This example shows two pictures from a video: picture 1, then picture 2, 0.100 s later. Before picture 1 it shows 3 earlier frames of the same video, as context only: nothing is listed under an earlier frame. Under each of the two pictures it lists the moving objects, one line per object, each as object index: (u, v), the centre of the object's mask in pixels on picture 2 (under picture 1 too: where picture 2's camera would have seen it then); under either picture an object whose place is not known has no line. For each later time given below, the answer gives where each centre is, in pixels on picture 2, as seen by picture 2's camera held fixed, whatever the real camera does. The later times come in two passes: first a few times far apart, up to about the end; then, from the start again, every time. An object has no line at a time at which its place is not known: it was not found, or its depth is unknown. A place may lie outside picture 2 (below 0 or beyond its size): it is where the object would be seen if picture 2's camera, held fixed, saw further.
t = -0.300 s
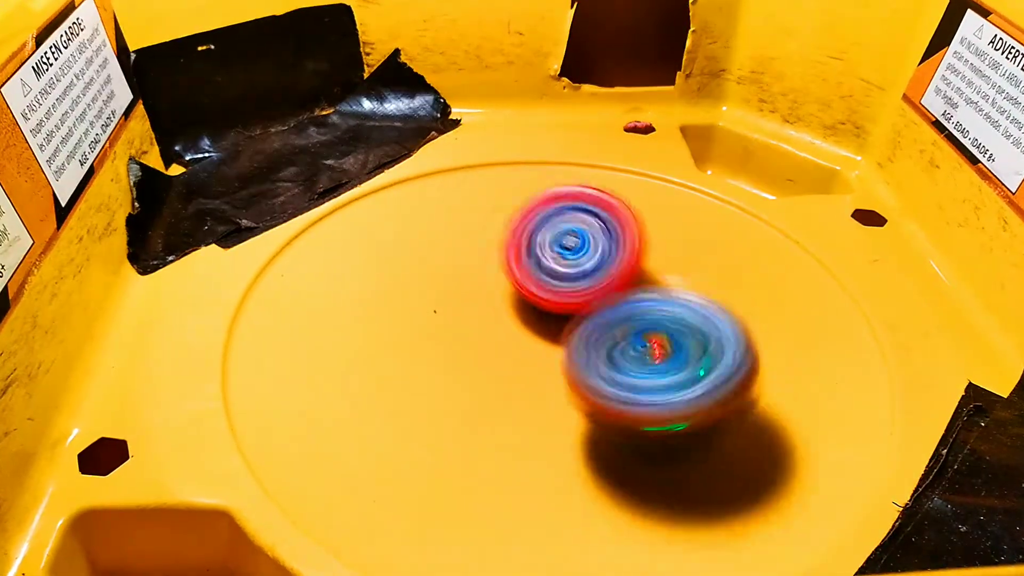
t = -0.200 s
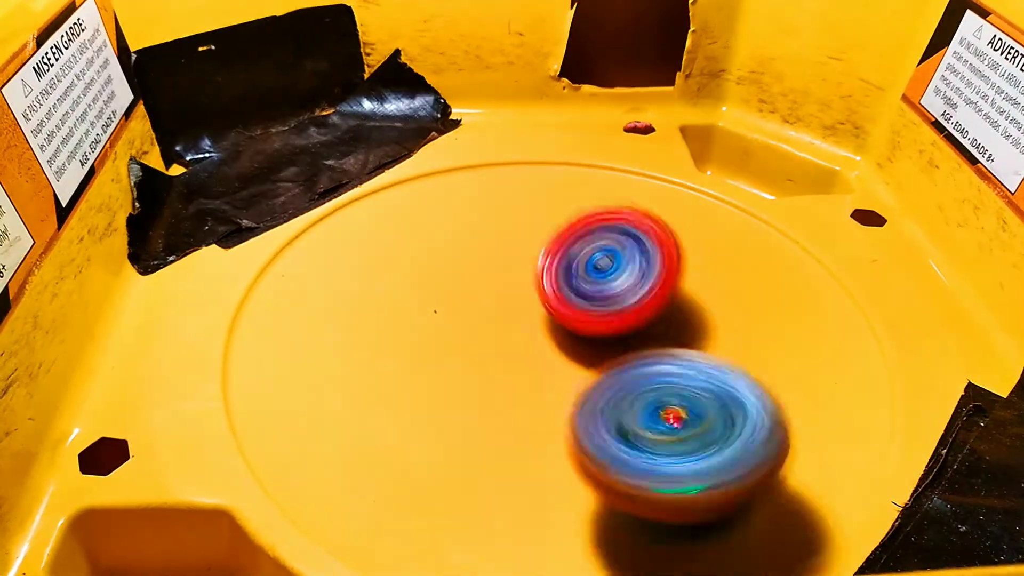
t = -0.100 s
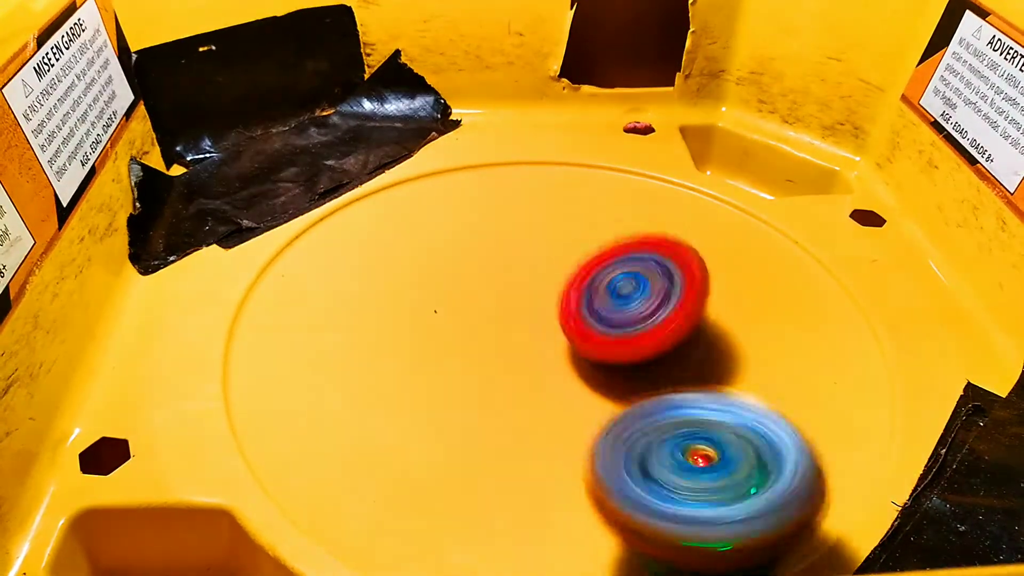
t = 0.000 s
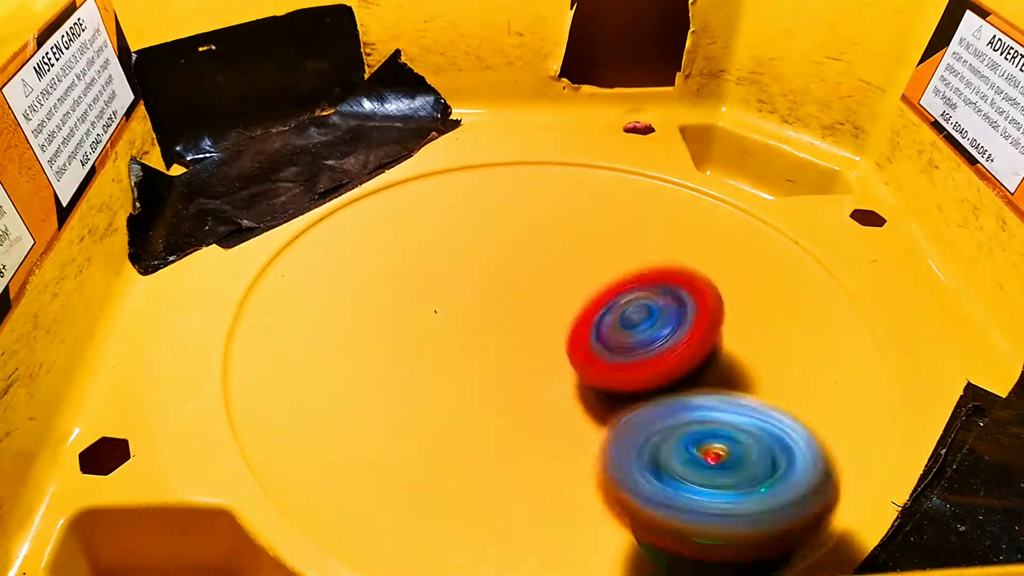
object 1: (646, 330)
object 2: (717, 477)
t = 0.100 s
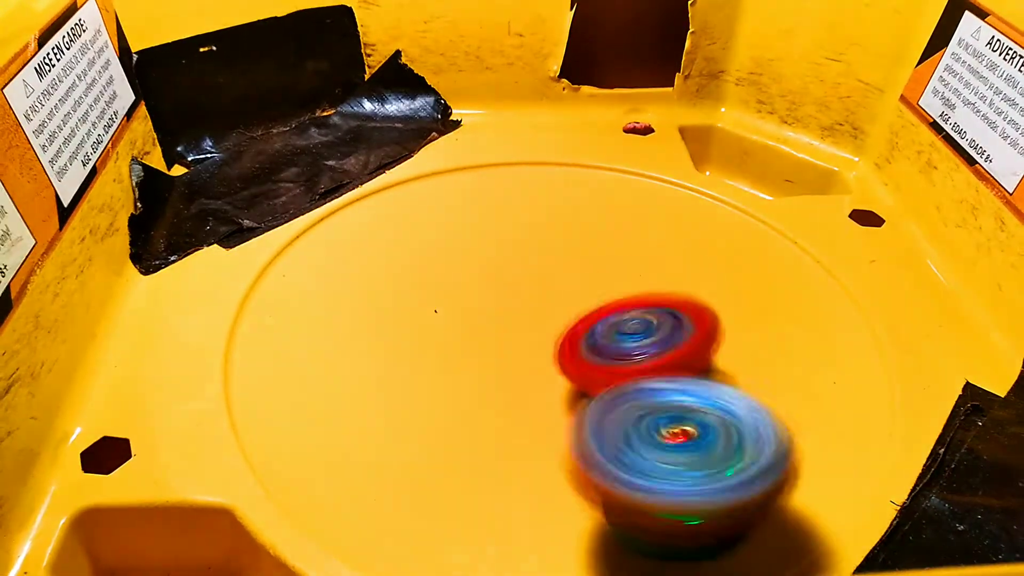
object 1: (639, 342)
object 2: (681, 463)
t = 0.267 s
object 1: (624, 306)
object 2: (513, 489)
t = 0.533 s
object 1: (612, 226)
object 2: (161, 516)
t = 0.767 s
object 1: (627, 199)
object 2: (205, 536)
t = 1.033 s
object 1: (617, 236)
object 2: (176, 525)
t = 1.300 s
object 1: (545, 281)
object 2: (170, 519)
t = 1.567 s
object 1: (455, 279)
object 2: (170, 519)
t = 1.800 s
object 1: (419, 258)
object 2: (170, 519)
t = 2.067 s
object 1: (471, 273)
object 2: (171, 518)
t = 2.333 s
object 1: (533, 325)
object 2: (171, 518)
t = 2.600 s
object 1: (548, 384)
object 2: (171, 518)
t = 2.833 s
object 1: (525, 402)
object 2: (170, 518)
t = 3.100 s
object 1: (536, 360)
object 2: (170, 518)
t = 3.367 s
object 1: (599, 320)
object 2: (170, 518)
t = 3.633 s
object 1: (675, 305)
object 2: (170, 518)
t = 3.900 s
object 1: (685, 315)
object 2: (170, 519)
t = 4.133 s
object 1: (621, 313)
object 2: (169, 519)
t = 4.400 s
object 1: (553, 281)
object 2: (169, 519)
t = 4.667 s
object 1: (532, 243)
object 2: (169, 519)
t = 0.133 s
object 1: (632, 339)
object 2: (664, 458)
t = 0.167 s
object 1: (623, 338)
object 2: (639, 455)
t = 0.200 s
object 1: (613, 336)
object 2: (616, 449)
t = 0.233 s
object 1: (615, 329)
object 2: (574, 452)
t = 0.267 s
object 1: (624, 306)
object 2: (513, 489)
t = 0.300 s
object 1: (625, 287)
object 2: (454, 495)
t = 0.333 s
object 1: (625, 273)
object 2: (410, 498)
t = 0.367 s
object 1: (624, 262)
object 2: (362, 502)
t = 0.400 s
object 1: (620, 255)
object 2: (321, 500)
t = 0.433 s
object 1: (617, 248)
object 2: (276, 504)
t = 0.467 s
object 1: (614, 240)
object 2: (220, 510)
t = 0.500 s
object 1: (612, 233)
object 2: (168, 523)
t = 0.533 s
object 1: (612, 226)
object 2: (161, 516)
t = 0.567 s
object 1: (613, 221)
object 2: (148, 519)
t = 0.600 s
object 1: (612, 215)
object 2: (154, 523)
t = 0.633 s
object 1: (615, 209)
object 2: (182, 530)
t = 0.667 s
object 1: (618, 205)
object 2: (189, 526)
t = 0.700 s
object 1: (622, 201)
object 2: (197, 533)
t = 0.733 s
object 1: (625, 200)
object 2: (200, 531)
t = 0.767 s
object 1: (627, 199)
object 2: (205, 536)
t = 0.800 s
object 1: (629, 200)
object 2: (193, 533)
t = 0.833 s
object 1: (630, 202)
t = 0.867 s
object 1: (633, 205)
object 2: (165, 521)
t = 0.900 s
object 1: (630, 210)
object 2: (146, 515)
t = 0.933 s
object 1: (629, 216)
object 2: (158, 516)
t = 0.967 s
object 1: (625, 222)
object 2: (163, 522)
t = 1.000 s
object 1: (621, 229)
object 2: (173, 522)
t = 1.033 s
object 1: (617, 236)
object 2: (176, 525)
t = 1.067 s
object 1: (609, 244)
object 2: (168, 521)
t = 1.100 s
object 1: (603, 251)
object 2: (168, 518)
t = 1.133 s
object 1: (594, 257)
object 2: (170, 517)
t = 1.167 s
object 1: (586, 263)
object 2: (170, 519)
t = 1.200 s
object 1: (576, 269)
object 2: (169, 519)
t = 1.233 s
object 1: (566, 274)
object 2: (170, 520)
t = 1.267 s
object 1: (556, 278)
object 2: (169, 520)
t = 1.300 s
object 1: (545, 281)
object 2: (170, 519)
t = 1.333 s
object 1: (534, 284)
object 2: (171, 519)
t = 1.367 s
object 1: (523, 286)
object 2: (171, 519)
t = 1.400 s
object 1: (510, 287)
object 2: (171, 519)
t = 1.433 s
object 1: (499, 286)
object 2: (171, 519)
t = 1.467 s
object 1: (488, 285)
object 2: (171, 519)
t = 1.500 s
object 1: (476, 284)
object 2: (170, 519)
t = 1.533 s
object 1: (466, 282)
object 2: (170, 519)
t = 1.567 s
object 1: (455, 279)
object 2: (170, 519)
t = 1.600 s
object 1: (446, 276)
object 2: (170, 519)
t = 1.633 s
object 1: (438, 272)
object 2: (170, 519)
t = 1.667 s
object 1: (431, 269)
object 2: (171, 519)
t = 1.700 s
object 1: (426, 266)
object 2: (170, 519)
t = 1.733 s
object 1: (422, 262)
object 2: (170, 519)
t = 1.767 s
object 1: (419, 260)
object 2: (170, 519)
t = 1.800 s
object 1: (419, 258)
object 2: (170, 519)
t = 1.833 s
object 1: (421, 256)
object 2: (170, 519)
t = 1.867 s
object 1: (425, 256)
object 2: (170, 519)
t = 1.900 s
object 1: (431, 256)
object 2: (171, 519)
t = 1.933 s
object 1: (437, 259)
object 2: (170, 519)
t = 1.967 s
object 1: (445, 261)
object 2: (171, 519)
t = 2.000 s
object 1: (453, 265)
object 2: (170, 518)
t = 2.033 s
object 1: (462, 269)
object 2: (170, 518)
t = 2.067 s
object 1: (471, 273)
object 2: (171, 518)
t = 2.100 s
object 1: (481, 279)
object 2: (171, 518)
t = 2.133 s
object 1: (490, 284)
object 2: (171, 518)
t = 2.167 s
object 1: (499, 292)
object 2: (171, 518)
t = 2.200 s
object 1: (507, 298)
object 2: (171, 518)
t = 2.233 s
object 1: (514, 305)
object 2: (170, 518)
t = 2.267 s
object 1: (522, 311)
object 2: (171, 518)
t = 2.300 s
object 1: (528, 318)
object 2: (171, 518)
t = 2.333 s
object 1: (533, 325)
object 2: (171, 518)
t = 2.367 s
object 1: (539, 333)
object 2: (170, 518)
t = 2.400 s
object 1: (542, 341)
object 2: (171, 518)
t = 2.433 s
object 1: (546, 349)
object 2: (171, 518)
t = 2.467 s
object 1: (548, 356)
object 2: (171, 518)
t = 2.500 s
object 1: (550, 363)
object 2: (171, 518)
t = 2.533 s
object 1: (551, 371)
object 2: (171, 518)
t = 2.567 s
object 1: (549, 377)
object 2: (171, 518)
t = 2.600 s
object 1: (548, 384)
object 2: (171, 518)
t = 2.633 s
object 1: (546, 389)
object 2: (171, 518)
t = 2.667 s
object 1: (543, 394)
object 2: (171, 518)
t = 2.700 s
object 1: (540, 399)
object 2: (170, 518)
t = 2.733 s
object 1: (535, 401)
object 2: (171, 518)
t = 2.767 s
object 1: (532, 403)
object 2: (170, 518)
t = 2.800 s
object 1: (528, 403)
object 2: (170, 518)
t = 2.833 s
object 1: (525, 402)
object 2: (170, 518)
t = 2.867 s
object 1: (524, 399)
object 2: (170, 518)
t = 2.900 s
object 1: (522, 395)
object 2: (170, 518)
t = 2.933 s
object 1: (523, 390)
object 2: (170, 518)
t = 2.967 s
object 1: (524, 384)
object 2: (170, 518)
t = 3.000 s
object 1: (526, 379)
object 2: (171, 518)
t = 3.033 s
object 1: (529, 373)
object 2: (170, 518)
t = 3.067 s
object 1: (532, 367)
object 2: (170, 518)
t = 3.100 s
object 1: (536, 360)
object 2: (170, 518)
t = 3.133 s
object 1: (542, 354)
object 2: (170, 518)
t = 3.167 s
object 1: (549, 347)
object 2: (170, 518)
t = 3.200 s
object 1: (557, 341)
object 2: (170, 518)
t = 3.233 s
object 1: (565, 337)
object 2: (170, 518)
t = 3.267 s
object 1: (573, 332)
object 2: (170, 518)
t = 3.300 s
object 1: (581, 328)
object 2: (170, 518)
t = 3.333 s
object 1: (589, 323)
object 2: (170, 518)
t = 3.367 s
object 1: (599, 320)
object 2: (170, 518)
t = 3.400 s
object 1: (610, 315)
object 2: (170, 518)
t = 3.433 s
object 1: (619, 312)
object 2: (170, 518)
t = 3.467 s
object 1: (630, 310)
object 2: (170, 518)
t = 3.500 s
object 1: (639, 308)
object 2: (170, 518)
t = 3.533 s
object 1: (649, 307)
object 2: (170, 518)
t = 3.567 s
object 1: (658, 306)
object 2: (170, 518)
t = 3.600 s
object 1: (666, 305)
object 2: (170, 518)
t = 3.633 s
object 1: (675, 305)
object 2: (170, 518)
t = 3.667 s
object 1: (681, 305)
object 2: (170, 518)
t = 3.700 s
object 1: (688, 306)
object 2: (170, 518)
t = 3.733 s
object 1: (691, 307)
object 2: (170, 518)
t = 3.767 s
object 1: (694, 308)
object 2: (170, 518)
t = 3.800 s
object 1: (695, 309)
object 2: (170, 518)
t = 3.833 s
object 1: (693, 312)
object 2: (170, 518)
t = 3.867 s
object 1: (691, 313)
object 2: (170, 518)
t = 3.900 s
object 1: (685, 315)
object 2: (170, 519)
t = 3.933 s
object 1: (679, 316)
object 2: (170, 519)
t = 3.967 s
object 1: (671, 317)
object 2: (169, 519)
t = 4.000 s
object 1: (662, 317)
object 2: (169, 519)
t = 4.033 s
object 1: (651, 316)
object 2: (169, 519)
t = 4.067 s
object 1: (642, 316)
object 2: (169, 520)
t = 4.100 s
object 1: (633, 315)
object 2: (169, 520)
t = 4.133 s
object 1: (621, 313)
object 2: (169, 519)
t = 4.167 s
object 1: (612, 311)
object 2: (169, 519)
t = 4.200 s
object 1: (602, 308)
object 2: (169, 520)
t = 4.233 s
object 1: (593, 305)
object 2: (169, 519)
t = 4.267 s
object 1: (583, 301)
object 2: (169, 520)
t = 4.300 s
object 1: (574, 296)
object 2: (169, 520)
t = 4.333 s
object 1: (566, 291)
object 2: (169, 520)
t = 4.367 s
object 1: (559, 286)
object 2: (169, 520)
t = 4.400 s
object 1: (553, 281)
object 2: (169, 519)
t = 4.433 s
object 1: (547, 275)
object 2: (169, 519)
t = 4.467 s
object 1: (543, 270)
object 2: (169, 520)
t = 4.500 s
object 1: (540, 264)
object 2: (169, 519)
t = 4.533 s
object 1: (537, 260)
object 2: (169, 520)
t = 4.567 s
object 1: (534, 254)
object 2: (169, 520)
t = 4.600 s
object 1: (533, 250)
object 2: (169, 520)
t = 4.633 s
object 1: (532, 246)
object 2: (169, 519)
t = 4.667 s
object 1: (532, 243)
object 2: (169, 519)
